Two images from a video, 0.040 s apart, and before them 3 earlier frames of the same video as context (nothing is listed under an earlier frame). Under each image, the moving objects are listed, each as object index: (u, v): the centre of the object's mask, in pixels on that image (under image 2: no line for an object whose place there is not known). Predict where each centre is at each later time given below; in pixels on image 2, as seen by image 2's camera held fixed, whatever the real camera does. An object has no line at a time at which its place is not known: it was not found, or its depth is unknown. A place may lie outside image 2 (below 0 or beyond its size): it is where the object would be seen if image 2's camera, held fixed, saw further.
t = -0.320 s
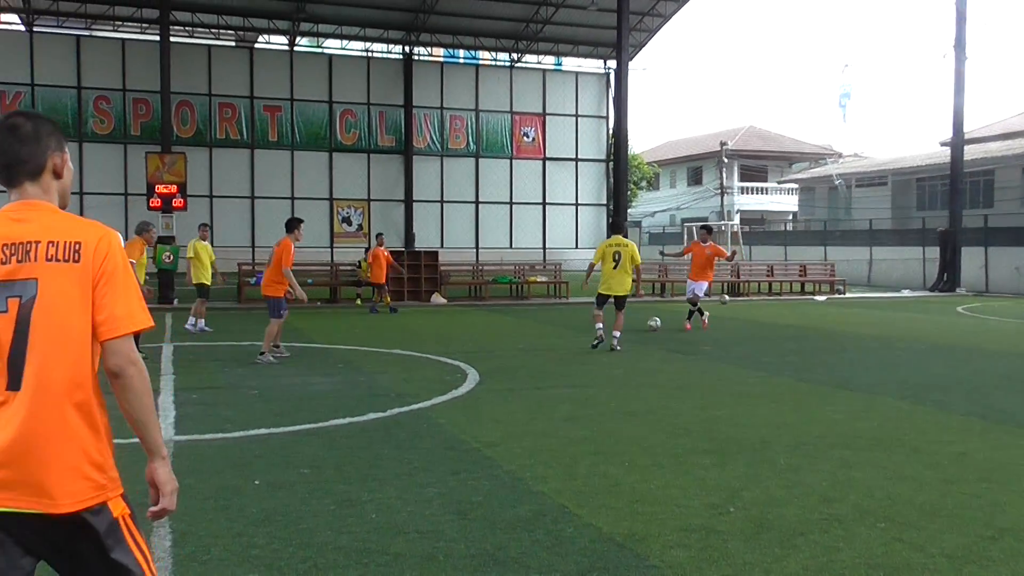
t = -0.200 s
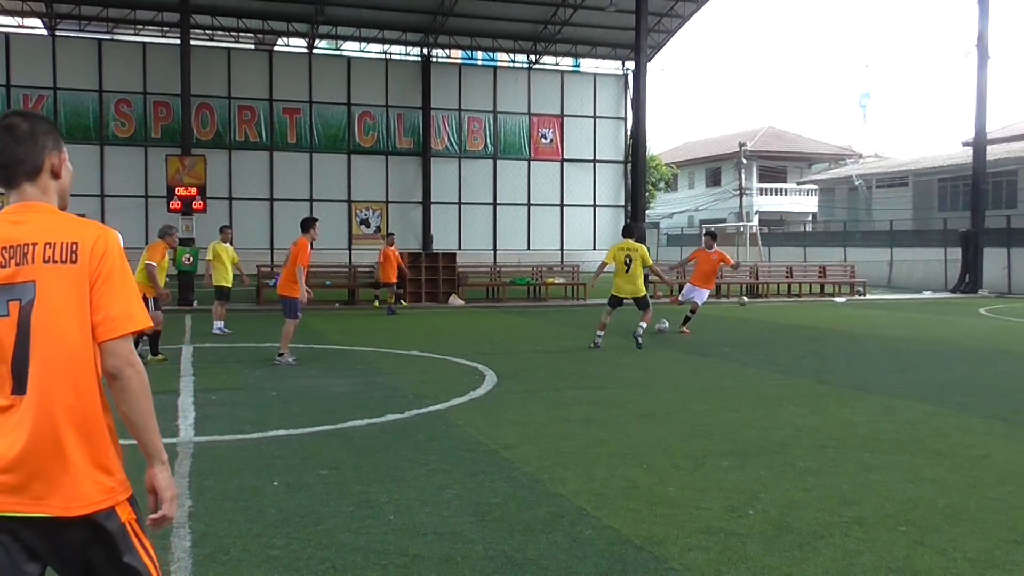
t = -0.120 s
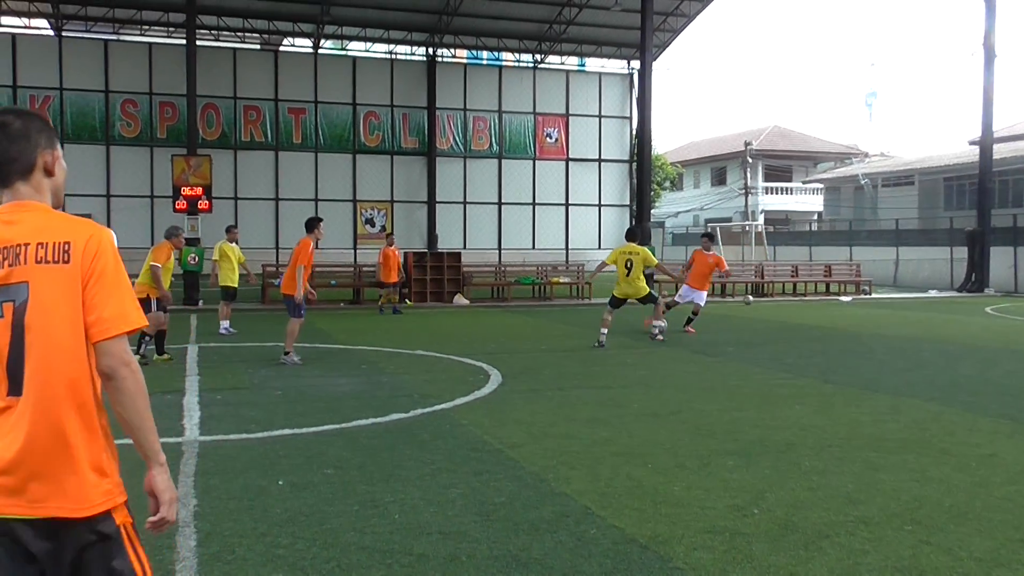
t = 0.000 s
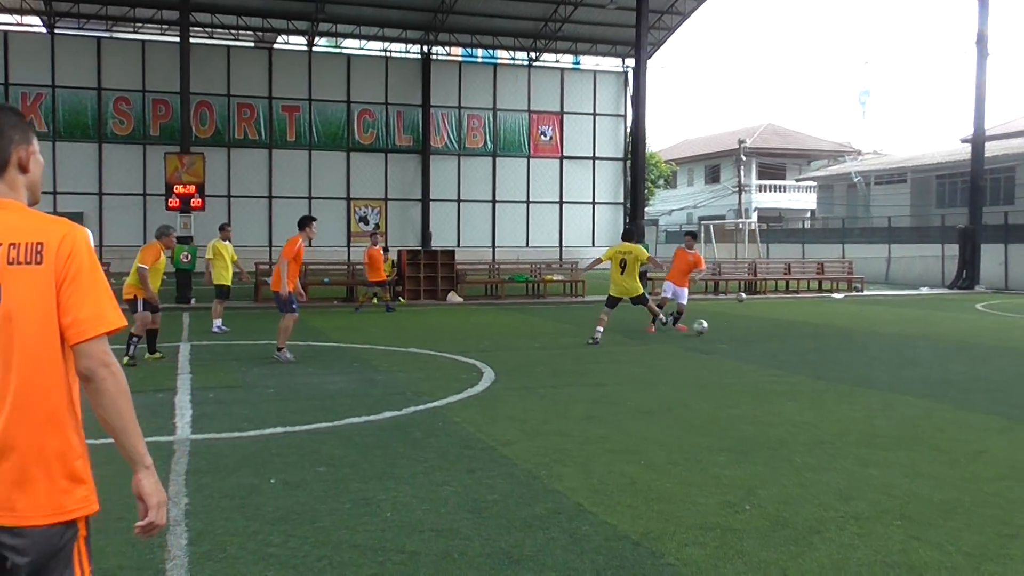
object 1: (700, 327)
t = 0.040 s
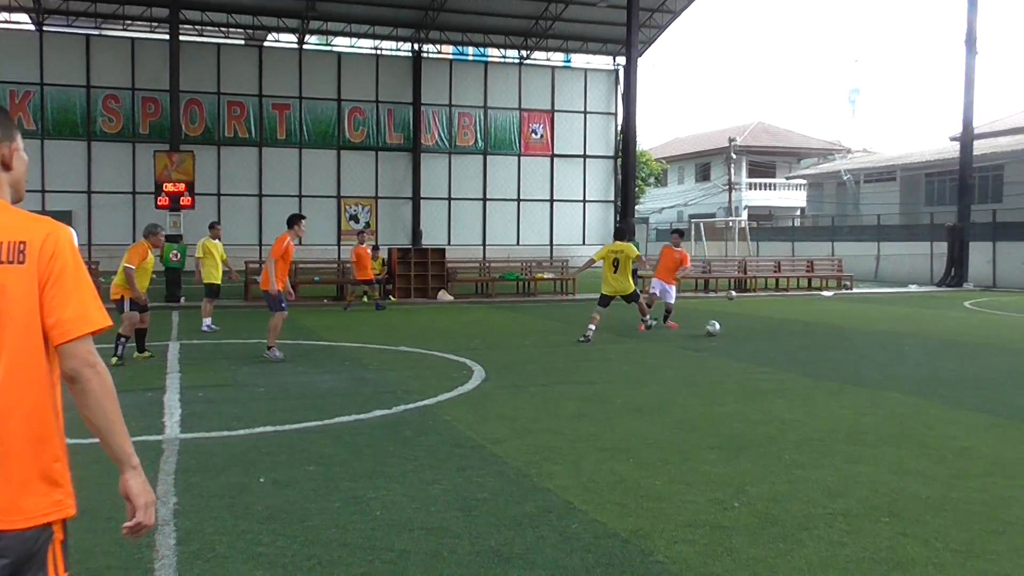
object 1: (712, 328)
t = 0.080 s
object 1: (732, 329)
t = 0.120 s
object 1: (753, 330)
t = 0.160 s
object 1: (775, 332)
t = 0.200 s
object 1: (798, 336)
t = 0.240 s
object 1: (820, 338)
